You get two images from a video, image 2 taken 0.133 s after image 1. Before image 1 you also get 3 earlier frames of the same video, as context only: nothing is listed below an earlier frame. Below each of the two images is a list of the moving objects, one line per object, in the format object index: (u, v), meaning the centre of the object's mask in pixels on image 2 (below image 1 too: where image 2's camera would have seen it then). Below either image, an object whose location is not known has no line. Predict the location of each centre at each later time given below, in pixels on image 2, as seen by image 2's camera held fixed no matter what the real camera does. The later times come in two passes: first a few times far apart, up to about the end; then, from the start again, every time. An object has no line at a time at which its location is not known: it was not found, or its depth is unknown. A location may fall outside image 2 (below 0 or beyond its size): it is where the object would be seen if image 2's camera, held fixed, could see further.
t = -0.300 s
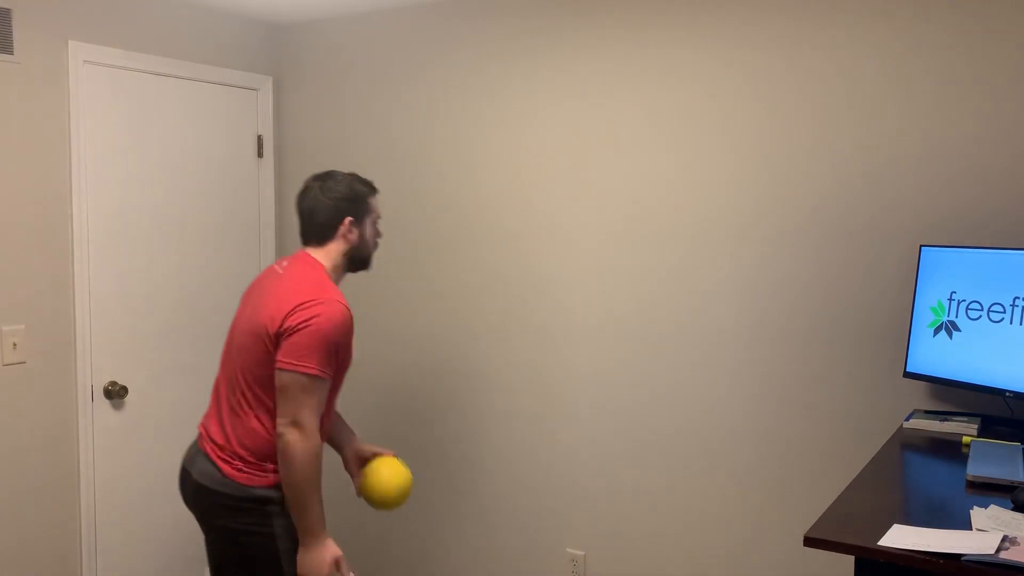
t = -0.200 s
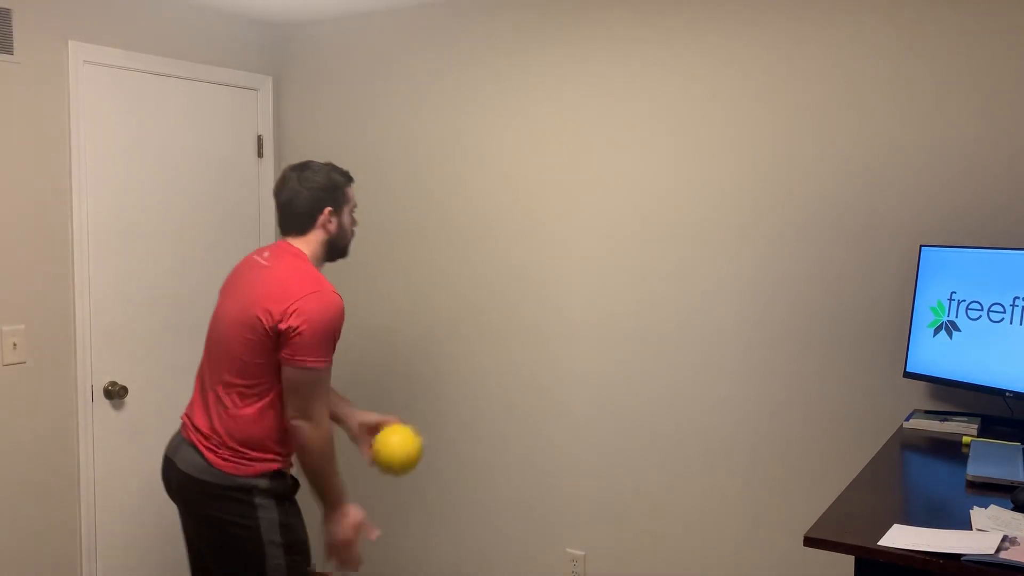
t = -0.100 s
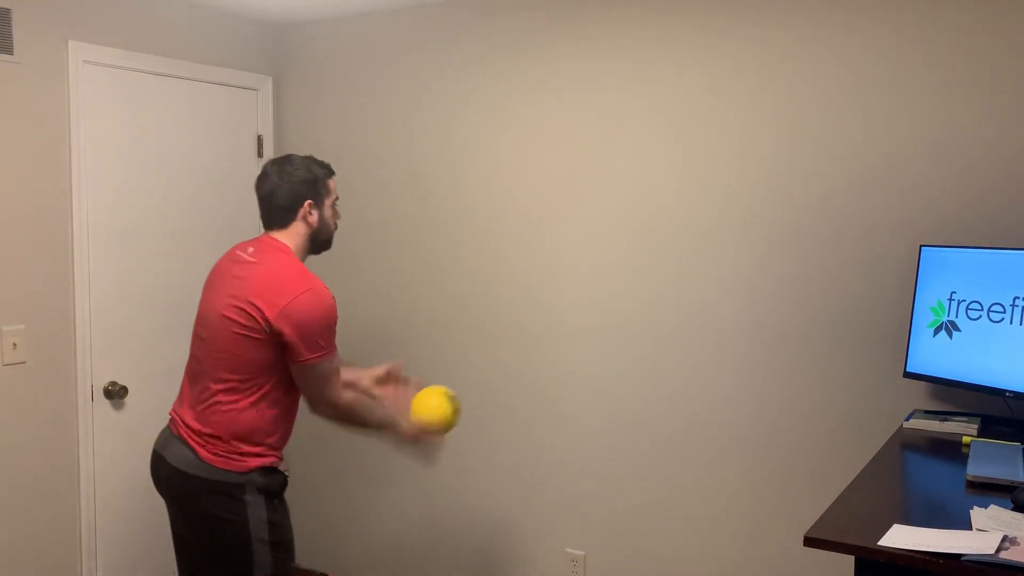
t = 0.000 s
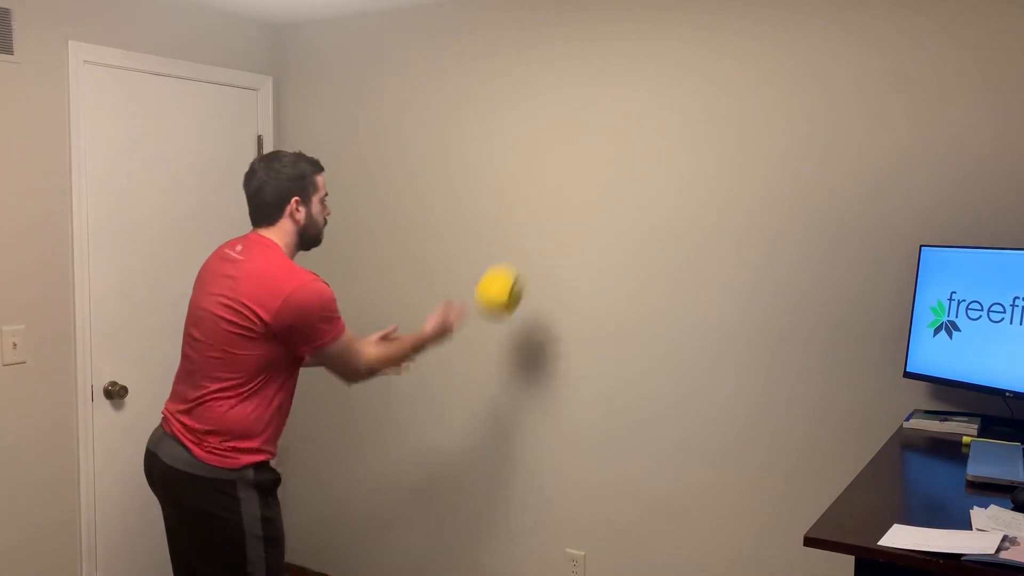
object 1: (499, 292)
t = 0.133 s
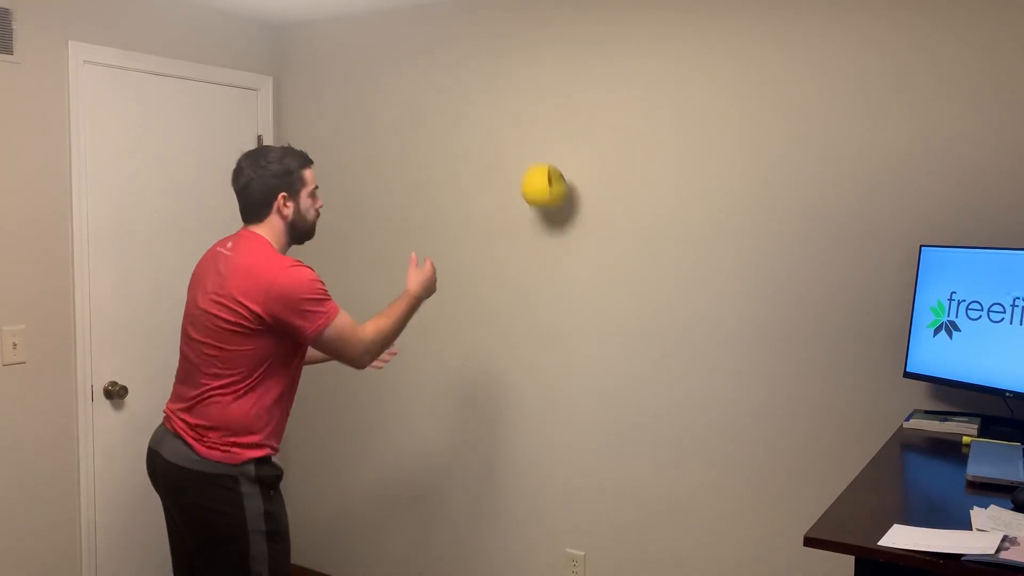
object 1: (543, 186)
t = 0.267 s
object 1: (500, 150)
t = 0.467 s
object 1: (421, 199)
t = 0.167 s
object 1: (533, 173)
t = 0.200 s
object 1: (522, 161)
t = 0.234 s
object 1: (511, 154)
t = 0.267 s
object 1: (500, 150)
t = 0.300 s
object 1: (488, 148)
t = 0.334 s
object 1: (475, 150)
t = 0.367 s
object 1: (463, 156)
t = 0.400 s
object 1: (449, 166)
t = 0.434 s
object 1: (436, 180)
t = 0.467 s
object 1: (421, 199)
